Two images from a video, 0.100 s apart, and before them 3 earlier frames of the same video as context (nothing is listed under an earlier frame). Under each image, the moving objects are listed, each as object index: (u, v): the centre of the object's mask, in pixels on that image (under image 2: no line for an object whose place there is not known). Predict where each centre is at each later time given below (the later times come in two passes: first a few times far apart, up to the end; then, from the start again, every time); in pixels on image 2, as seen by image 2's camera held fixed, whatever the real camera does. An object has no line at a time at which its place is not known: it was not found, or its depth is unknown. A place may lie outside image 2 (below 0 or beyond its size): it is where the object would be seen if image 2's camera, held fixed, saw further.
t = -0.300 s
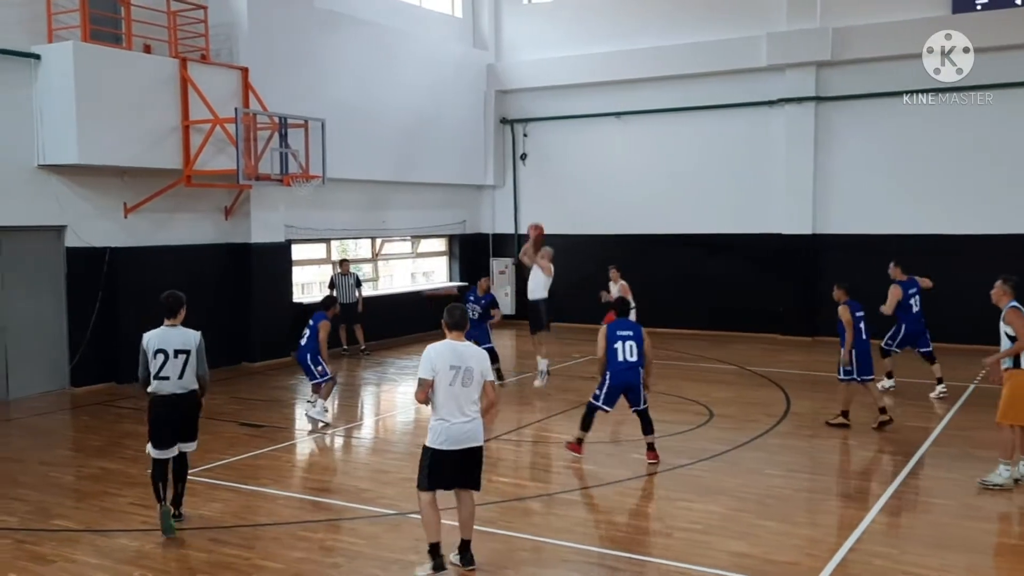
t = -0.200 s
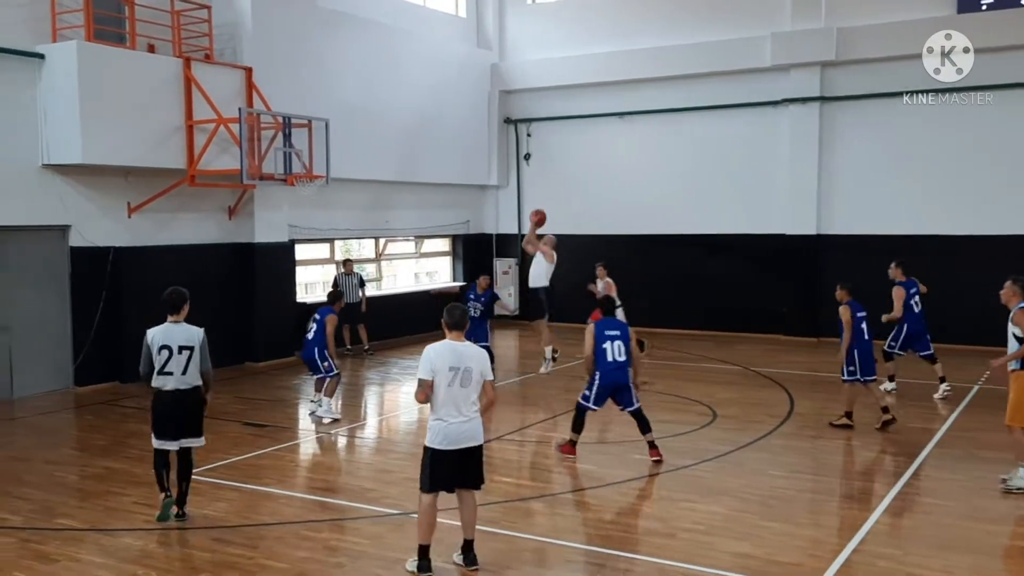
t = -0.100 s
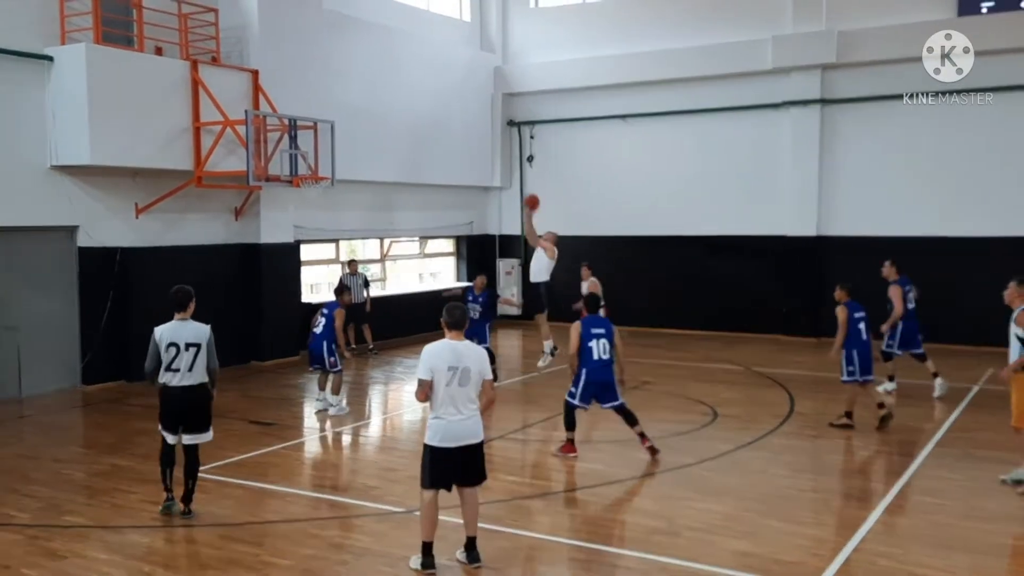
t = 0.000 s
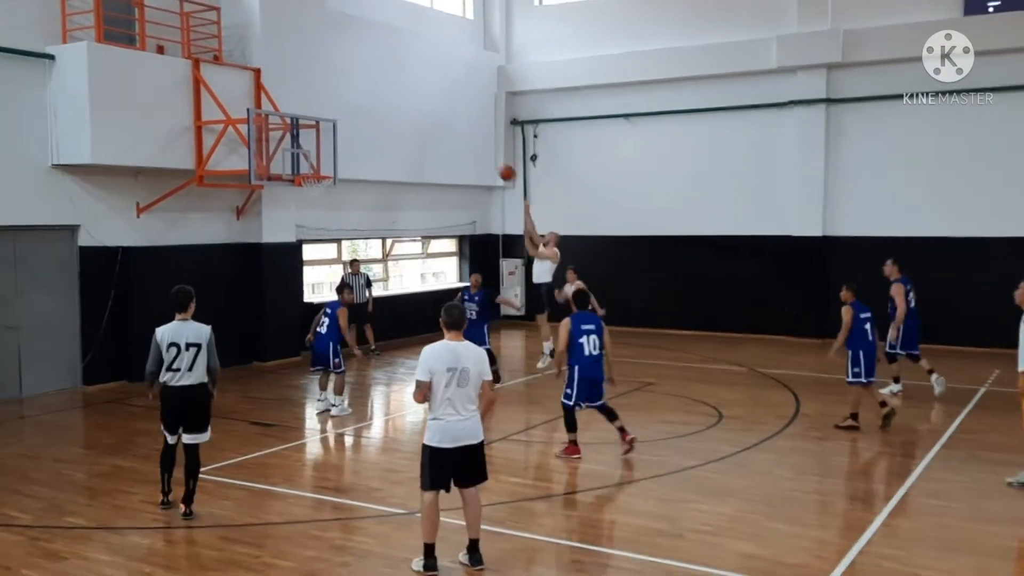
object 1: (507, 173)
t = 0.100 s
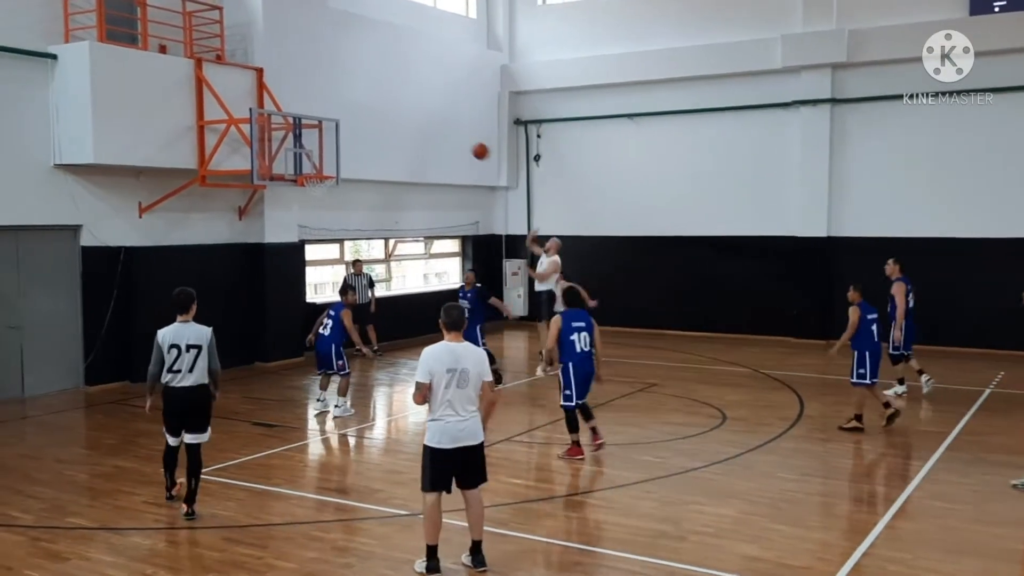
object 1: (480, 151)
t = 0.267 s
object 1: (431, 131)
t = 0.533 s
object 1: (357, 139)
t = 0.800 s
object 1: (324, 157)
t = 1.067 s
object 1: (376, 141)
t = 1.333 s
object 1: (425, 172)
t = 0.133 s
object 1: (470, 146)
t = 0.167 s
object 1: (461, 141)
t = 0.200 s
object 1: (451, 137)
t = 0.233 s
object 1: (441, 133)
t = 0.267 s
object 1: (431, 131)
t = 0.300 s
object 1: (422, 129)
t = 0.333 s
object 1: (413, 128)
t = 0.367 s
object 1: (403, 128)
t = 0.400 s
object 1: (394, 129)
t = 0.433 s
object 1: (384, 130)
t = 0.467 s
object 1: (375, 132)
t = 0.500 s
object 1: (366, 135)
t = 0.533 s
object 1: (357, 139)
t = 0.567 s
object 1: (348, 143)
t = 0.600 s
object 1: (339, 148)
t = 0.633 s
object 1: (330, 154)
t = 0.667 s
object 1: (321, 160)
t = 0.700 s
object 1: (311, 167)
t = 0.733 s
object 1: (311, 168)
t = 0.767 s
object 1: (317, 163)
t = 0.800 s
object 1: (324, 157)
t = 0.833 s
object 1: (331, 152)
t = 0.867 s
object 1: (337, 149)
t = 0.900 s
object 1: (344, 145)
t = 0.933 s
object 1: (350, 143)
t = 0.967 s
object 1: (356, 141)
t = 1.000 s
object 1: (363, 141)
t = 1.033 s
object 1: (369, 140)
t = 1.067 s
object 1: (376, 141)
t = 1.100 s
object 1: (382, 143)
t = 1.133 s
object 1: (388, 145)
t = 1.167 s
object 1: (395, 148)
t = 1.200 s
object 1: (401, 151)
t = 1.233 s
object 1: (407, 156)
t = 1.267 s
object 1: (413, 161)
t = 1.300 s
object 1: (419, 166)
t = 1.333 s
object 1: (425, 172)
